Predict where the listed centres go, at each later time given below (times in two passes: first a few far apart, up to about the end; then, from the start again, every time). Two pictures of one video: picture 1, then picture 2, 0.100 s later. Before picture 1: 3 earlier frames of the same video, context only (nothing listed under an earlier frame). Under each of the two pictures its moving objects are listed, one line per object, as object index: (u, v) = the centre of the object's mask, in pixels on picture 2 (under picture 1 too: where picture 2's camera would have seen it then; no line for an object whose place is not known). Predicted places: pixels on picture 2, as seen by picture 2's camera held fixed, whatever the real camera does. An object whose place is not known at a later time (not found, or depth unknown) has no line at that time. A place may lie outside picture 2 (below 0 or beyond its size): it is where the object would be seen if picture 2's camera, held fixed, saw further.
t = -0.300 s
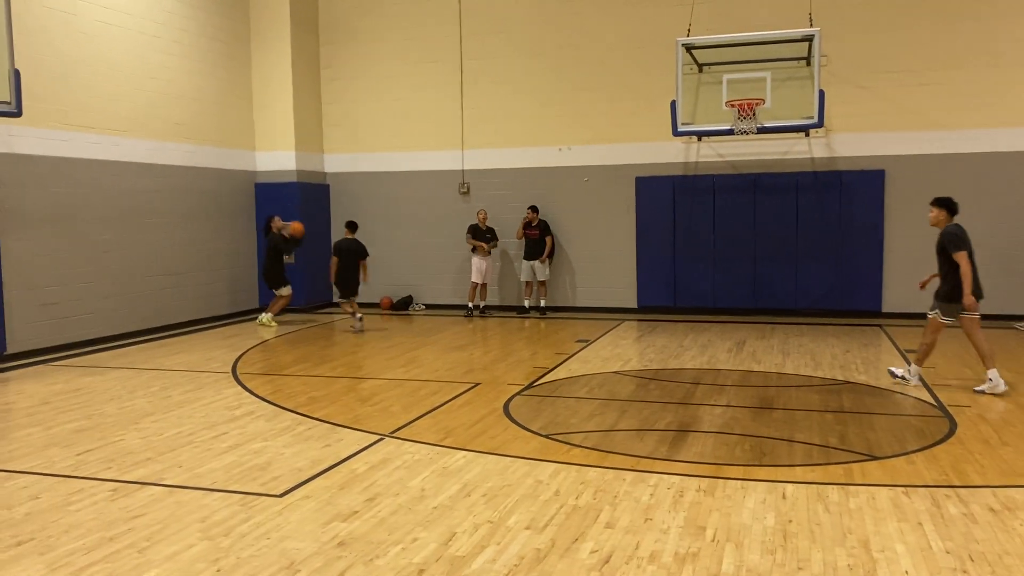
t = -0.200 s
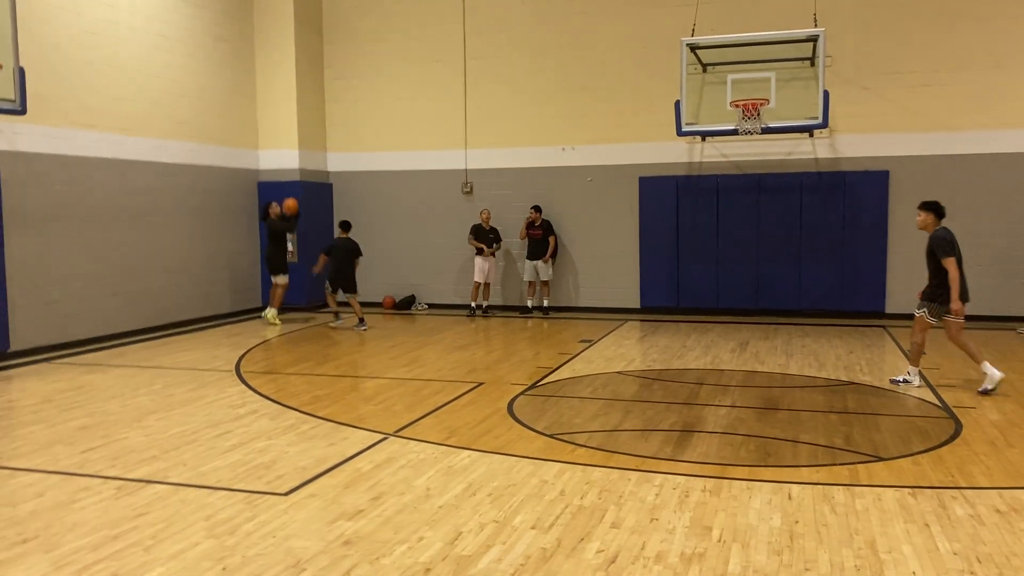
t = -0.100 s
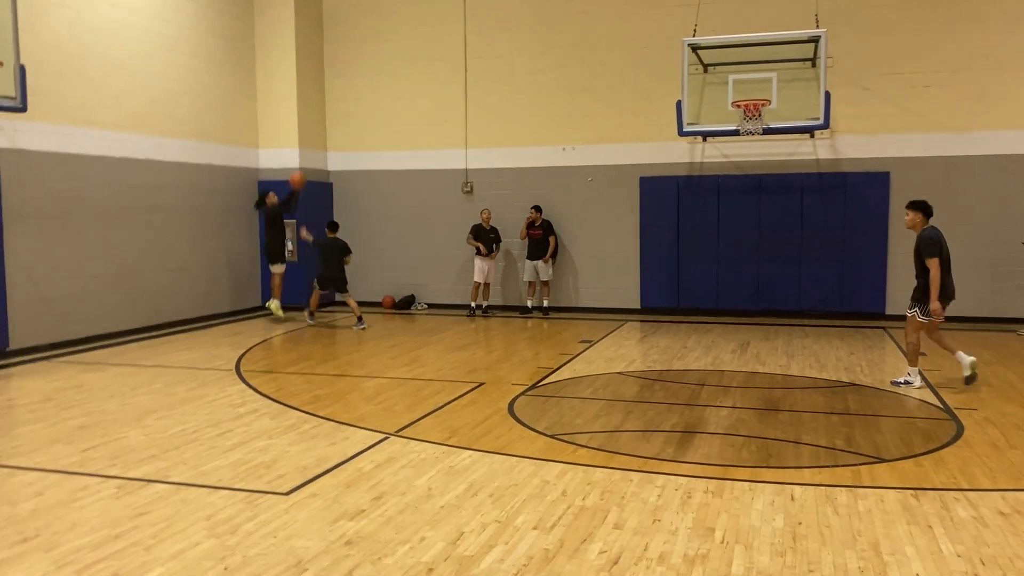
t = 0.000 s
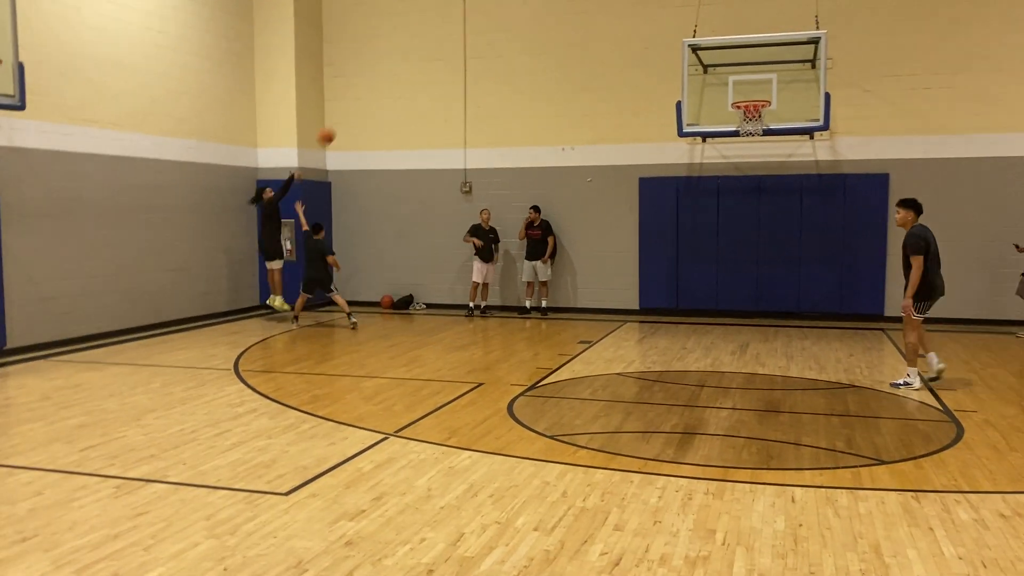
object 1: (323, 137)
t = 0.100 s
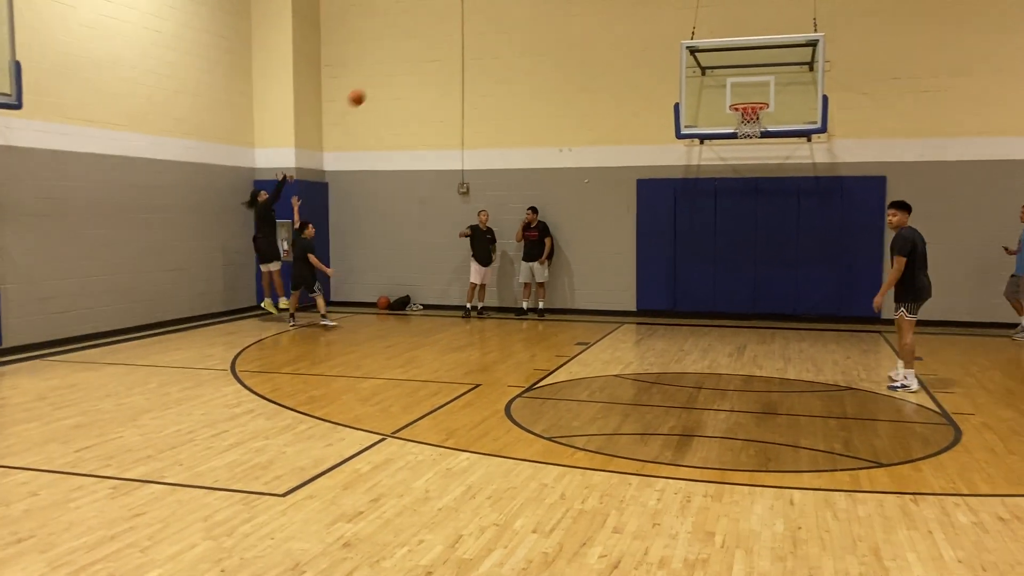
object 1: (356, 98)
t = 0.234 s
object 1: (400, 56)
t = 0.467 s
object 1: (482, 9)
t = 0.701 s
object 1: (567, -2)
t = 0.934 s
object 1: (655, 29)
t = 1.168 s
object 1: (745, 97)
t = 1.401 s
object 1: (733, 94)
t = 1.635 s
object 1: (708, 98)
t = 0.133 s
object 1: (367, 86)
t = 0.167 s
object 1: (378, 75)
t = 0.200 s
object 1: (389, 65)
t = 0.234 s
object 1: (400, 56)
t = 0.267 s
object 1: (412, 47)
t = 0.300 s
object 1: (423, 38)
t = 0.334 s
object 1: (435, 31)
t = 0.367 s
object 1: (446, 24)
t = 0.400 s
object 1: (458, 18)
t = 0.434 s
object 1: (470, 13)
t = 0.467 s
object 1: (482, 9)
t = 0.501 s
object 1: (494, 5)
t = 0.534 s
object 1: (505, 2)
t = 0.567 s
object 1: (518, 0)
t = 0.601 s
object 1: (530, -2)
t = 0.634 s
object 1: (542, -2)
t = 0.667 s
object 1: (554, -2)
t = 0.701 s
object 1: (567, -2)
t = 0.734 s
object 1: (579, 0)
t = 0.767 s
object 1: (592, 3)
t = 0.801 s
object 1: (604, 6)
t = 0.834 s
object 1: (617, 11)
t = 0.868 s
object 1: (630, 16)
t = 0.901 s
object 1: (642, 22)
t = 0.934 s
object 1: (655, 29)
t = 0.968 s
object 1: (668, 37)
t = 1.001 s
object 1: (681, 47)
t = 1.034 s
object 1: (694, 57)
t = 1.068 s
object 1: (708, 67)
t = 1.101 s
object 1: (719, 79)
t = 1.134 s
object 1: (732, 91)
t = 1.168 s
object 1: (745, 97)
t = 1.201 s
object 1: (755, 99)
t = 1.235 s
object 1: (758, 99)
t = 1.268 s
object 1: (755, 99)
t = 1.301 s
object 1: (748, 98)
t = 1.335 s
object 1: (741, 97)
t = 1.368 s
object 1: (737, 96)
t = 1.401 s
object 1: (733, 94)
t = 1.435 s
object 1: (729, 92)
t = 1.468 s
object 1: (726, 91)
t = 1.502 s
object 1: (722, 90)
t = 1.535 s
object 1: (718, 91)
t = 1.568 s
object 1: (715, 92)
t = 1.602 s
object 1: (711, 95)
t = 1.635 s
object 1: (708, 98)
